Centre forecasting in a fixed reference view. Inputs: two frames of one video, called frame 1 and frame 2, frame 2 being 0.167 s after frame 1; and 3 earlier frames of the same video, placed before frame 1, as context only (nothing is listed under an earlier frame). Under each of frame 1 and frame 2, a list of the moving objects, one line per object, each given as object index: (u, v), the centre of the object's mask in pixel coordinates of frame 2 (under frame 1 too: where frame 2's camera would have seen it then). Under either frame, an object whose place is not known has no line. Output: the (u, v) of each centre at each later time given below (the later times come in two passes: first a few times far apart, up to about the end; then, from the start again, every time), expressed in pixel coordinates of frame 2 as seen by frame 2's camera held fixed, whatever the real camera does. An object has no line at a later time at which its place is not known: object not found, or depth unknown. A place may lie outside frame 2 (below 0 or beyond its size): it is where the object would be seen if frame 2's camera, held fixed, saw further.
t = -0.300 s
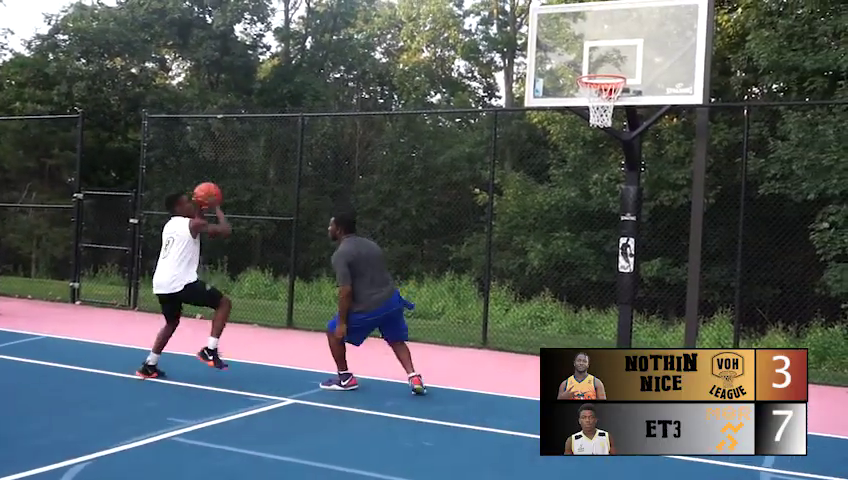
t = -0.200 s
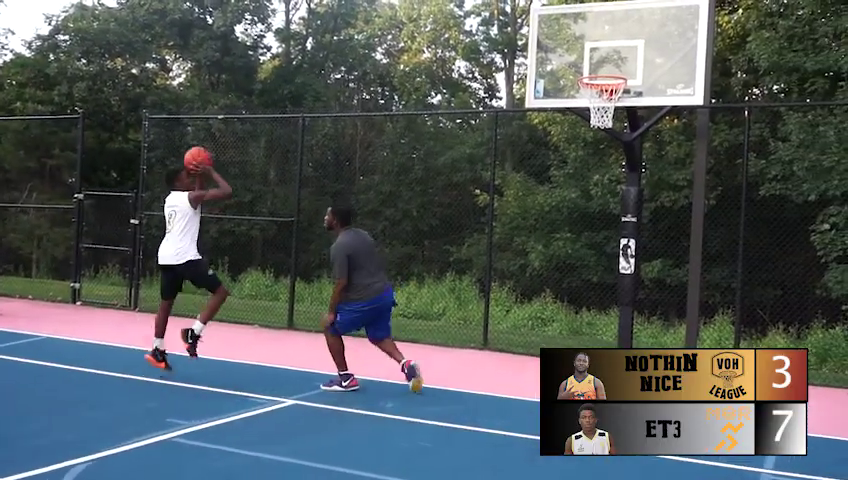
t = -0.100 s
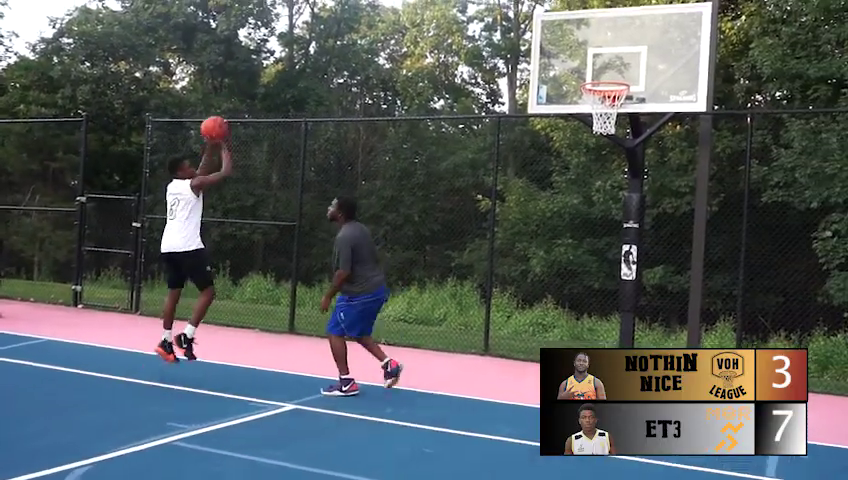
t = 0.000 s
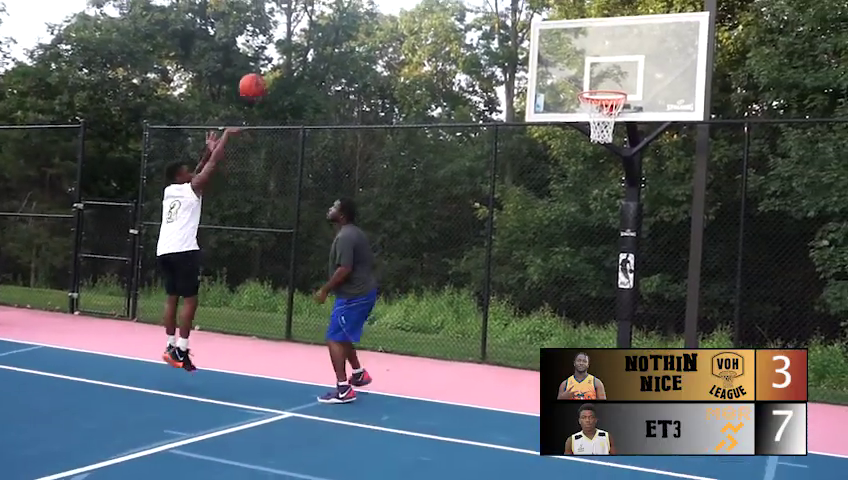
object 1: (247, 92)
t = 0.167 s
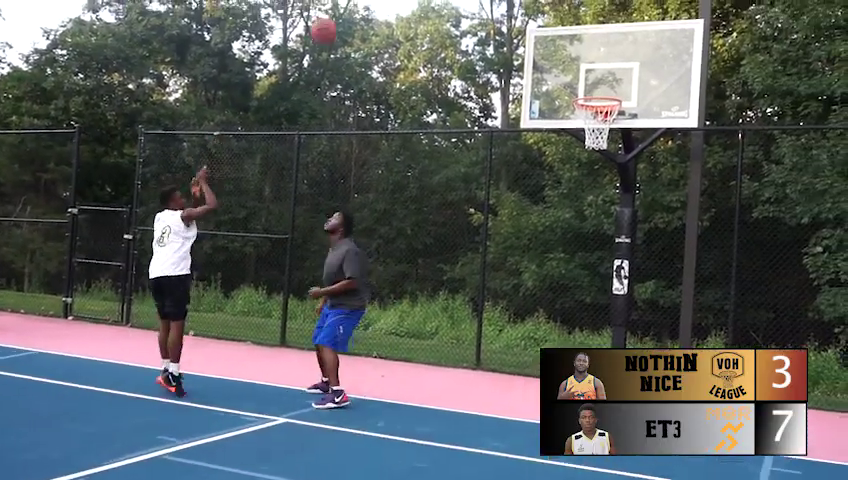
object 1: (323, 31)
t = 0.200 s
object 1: (339, 22)
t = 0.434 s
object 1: (433, 0)
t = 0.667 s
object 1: (519, 30)
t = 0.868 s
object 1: (578, 87)
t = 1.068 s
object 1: (570, 66)
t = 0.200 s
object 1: (339, 22)
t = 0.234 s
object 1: (351, 16)
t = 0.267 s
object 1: (367, 10)
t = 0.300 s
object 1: (380, 6)
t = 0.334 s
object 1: (394, 3)
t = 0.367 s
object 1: (407, 1)
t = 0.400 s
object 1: (421, 0)
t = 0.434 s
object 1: (433, 0)
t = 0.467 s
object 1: (446, 0)
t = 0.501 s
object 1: (459, 2)
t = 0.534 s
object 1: (471, 5)
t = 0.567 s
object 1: (484, 10)
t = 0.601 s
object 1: (495, 16)
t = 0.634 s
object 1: (507, 22)
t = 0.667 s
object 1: (519, 30)
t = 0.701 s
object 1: (531, 39)
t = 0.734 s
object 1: (543, 49)
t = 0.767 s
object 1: (553, 60)
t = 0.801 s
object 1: (564, 71)
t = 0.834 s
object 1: (575, 85)
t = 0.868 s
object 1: (578, 87)
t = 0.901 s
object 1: (577, 81)
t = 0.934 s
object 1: (575, 76)
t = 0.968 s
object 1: (574, 72)
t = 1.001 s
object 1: (573, 69)
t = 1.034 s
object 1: (571, 66)
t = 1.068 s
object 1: (570, 66)
